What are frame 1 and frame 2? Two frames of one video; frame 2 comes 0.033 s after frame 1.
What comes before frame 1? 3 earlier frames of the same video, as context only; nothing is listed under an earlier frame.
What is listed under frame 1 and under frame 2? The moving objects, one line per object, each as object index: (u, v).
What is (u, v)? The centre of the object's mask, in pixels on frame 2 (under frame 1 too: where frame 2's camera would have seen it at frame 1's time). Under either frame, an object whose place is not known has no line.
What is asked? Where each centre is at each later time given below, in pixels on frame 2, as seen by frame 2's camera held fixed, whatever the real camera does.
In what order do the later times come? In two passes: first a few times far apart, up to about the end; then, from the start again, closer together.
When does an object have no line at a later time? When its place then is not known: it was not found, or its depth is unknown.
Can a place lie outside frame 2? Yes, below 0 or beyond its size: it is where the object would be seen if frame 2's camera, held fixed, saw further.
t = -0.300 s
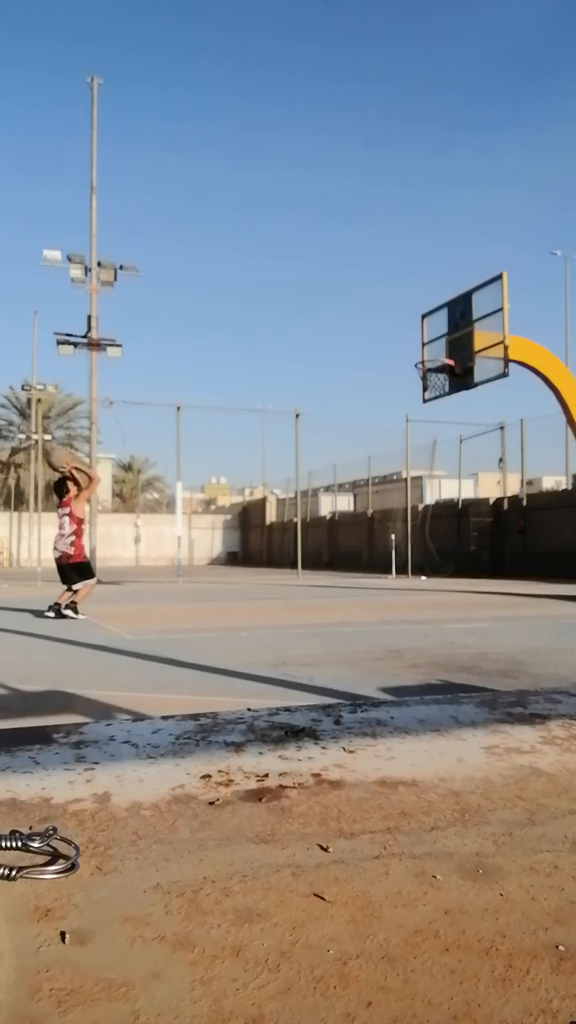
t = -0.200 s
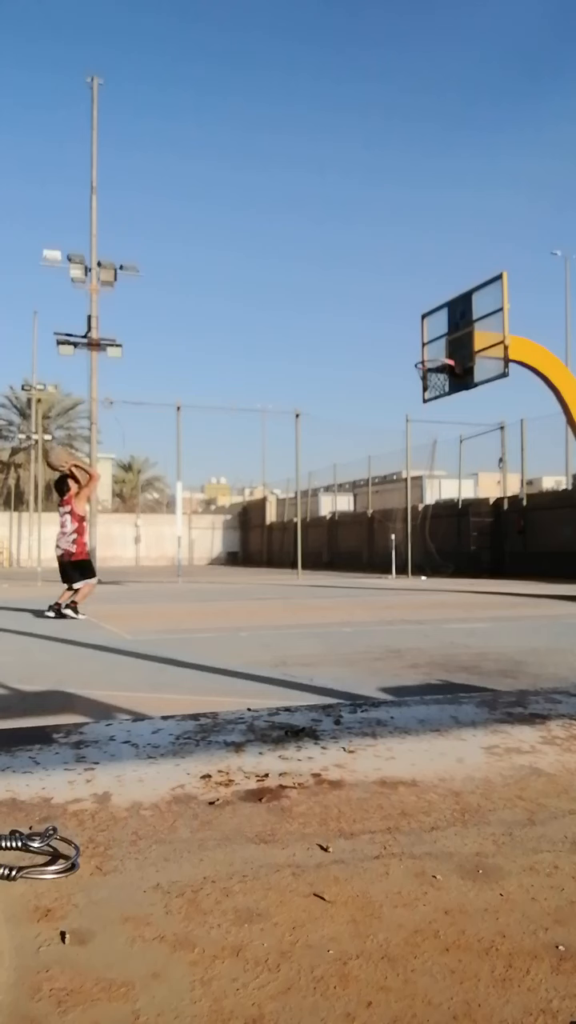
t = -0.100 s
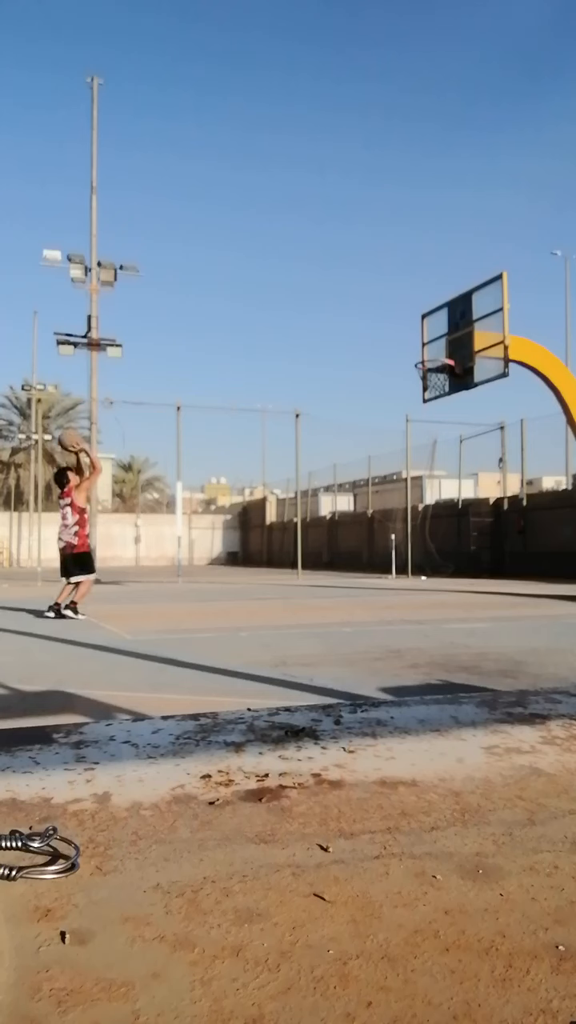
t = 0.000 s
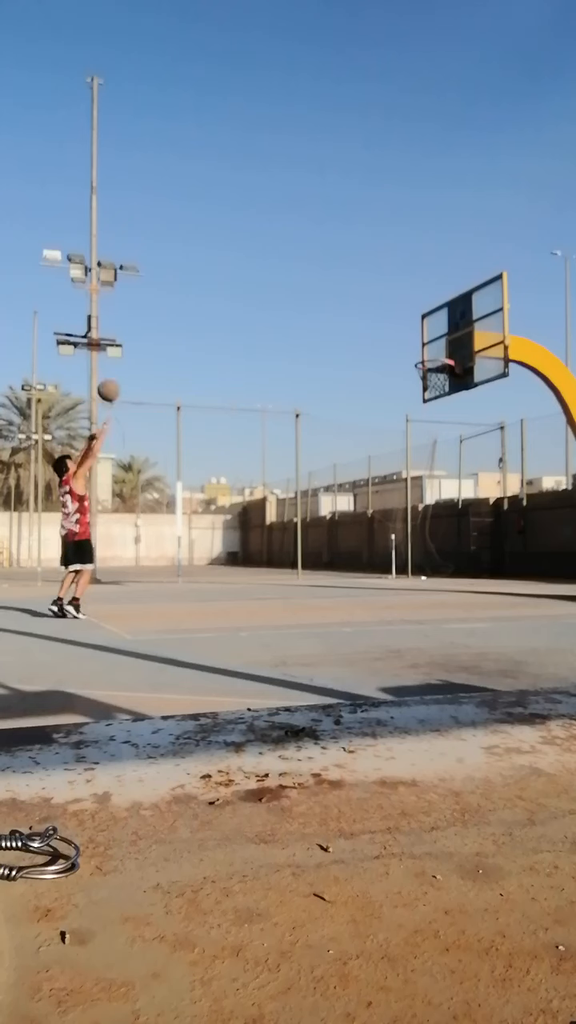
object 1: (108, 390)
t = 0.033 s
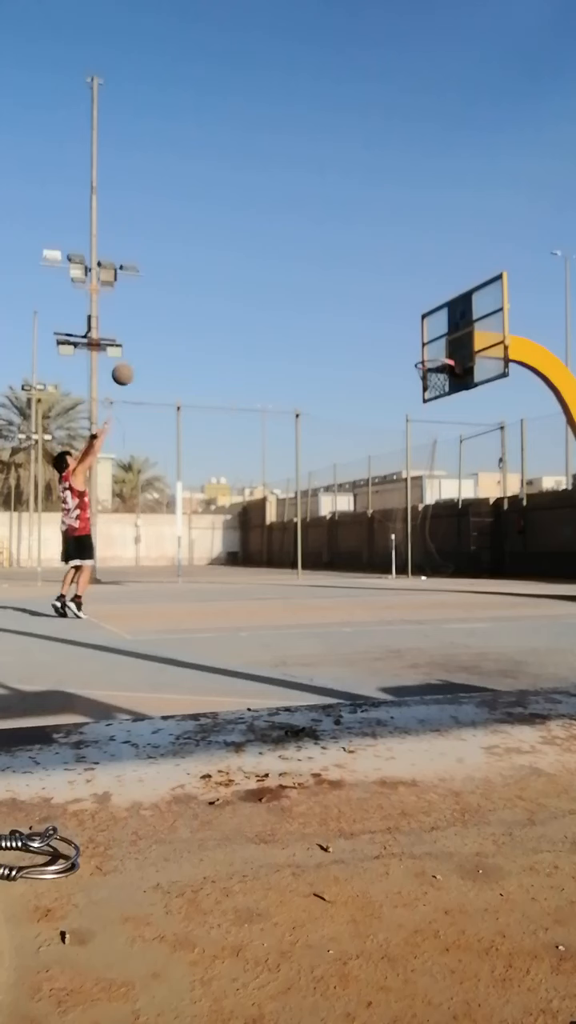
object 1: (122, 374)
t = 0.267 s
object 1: (215, 298)
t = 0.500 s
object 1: (300, 275)
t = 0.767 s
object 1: (388, 302)
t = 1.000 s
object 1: (444, 347)
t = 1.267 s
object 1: (422, 283)
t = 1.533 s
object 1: (403, 282)
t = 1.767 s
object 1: (386, 322)
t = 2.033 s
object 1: (369, 412)
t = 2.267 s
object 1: (357, 526)
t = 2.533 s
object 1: (350, 526)
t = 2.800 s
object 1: (348, 450)
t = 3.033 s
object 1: (347, 425)
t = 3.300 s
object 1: (348, 440)
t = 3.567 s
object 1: (350, 509)
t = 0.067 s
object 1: (136, 360)
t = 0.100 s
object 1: (150, 347)
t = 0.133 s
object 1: (163, 335)
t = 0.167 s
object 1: (177, 324)
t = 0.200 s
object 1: (190, 314)
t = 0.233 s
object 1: (203, 306)
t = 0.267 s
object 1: (215, 298)
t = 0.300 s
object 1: (228, 292)
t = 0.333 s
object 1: (240, 286)
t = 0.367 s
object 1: (252, 282)
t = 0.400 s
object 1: (264, 279)
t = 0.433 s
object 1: (276, 276)
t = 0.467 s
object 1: (288, 275)
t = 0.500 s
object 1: (300, 275)
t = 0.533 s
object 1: (311, 275)
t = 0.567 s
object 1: (322, 276)
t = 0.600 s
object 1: (334, 278)
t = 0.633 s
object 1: (345, 281)
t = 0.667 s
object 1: (356, 285)
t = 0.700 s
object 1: (367, 290)
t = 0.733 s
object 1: (378, 295)
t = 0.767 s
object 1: (388, 302)
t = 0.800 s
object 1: (398, 309)
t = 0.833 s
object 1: (409, 317)
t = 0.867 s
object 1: (419, 326)
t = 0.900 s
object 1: (429, 335)
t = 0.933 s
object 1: (440, 346)
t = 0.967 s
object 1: (446, 353)
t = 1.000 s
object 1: (444, 347)
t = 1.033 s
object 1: (442, 336)
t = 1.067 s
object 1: (440, 327)
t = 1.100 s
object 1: (438, 317)
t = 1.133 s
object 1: (433, 303)
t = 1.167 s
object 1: (430, 296)
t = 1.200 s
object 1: (427, 291)
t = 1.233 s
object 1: (425, 287)
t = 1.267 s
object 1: (422, 283)
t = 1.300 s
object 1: (420, 280)
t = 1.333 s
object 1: (417, 278)
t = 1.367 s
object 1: (415, 277)
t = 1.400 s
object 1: (412, 276)
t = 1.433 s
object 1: (410, 276)
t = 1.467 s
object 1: (407, 277)
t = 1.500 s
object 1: (405, 279)
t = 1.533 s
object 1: (403, 282)
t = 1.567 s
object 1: (400, 285)
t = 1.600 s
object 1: (398, 290)
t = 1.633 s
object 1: (396, 294)
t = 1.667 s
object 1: (393, 300)
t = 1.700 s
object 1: (391, 307)
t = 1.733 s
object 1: (389, 314)
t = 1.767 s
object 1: (386, 322)
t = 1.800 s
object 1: (384, 331)
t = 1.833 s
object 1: (381, 340)
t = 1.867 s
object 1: (379, 351)
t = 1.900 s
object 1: (377, 361)
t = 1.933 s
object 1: (375, 373)
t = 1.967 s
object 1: (373, 385)
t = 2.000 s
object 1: (371, 398)
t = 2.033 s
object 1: (369, 412)
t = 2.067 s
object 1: (367, 426)
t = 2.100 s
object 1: (365, 441)
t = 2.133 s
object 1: (362, 457)
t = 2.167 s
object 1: (361, 474)
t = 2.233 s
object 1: (357, 508)
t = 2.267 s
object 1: (357, 526)
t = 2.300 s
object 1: (355, 546)
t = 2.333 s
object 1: (353, 566)
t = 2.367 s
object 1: (349, 587)
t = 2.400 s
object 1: (348, 585)
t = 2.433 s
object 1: (350, 568)
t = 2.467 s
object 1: (350, 553)
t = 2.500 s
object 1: (350, 539)
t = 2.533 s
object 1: (350, 526)
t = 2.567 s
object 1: (350, 514)
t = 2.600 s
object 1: (349, 502)
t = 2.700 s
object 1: (348, 473)
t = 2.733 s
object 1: (348, 465)
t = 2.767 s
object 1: (348, 457)
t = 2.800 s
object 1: (348, 450)
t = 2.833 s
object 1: (348, 444)
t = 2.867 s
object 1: (348, 439)
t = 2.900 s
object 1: (348, 435)
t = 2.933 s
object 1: (347, 432)
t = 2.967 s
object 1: (347, 429)
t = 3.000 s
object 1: (348, 427)
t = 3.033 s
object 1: (347, 425)
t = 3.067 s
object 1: (348, 425)
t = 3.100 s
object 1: (348, 425)
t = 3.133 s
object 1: (348, 425)
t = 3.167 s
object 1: (348, 427)
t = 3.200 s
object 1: (348, 429)
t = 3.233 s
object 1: (348, 432)
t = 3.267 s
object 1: (348, 436)
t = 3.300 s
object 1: (348, 440)
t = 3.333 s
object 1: (348, 445)
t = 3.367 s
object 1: (347, 451)
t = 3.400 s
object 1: (348, 457)
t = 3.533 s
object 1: (349, 498)
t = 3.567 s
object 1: (350, 509)
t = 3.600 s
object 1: (350, 519)
